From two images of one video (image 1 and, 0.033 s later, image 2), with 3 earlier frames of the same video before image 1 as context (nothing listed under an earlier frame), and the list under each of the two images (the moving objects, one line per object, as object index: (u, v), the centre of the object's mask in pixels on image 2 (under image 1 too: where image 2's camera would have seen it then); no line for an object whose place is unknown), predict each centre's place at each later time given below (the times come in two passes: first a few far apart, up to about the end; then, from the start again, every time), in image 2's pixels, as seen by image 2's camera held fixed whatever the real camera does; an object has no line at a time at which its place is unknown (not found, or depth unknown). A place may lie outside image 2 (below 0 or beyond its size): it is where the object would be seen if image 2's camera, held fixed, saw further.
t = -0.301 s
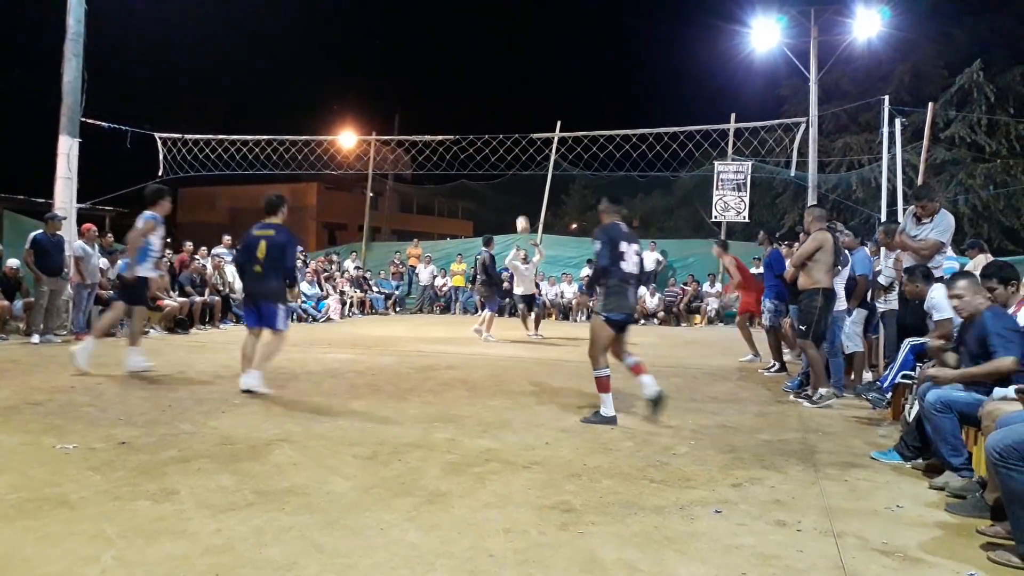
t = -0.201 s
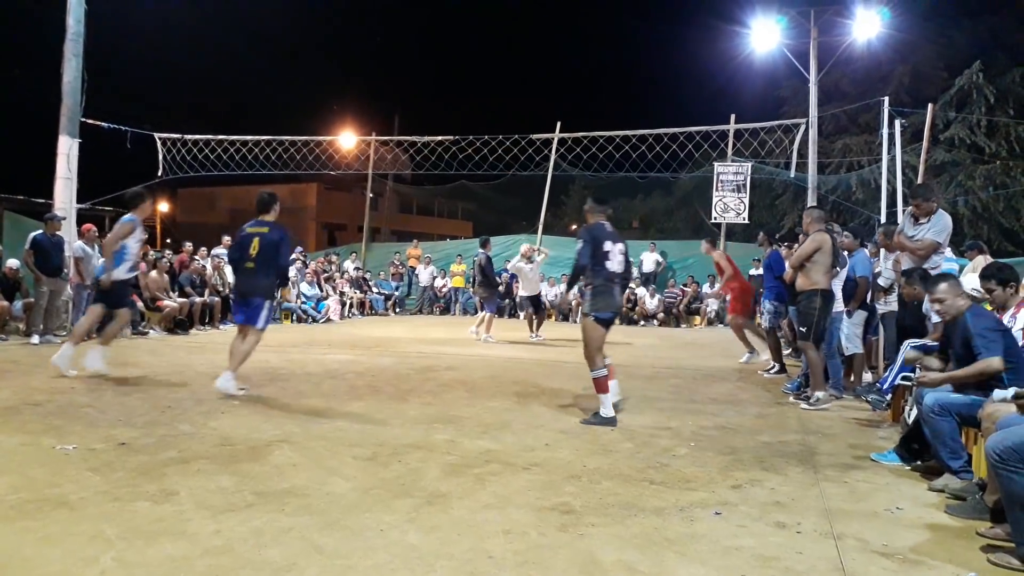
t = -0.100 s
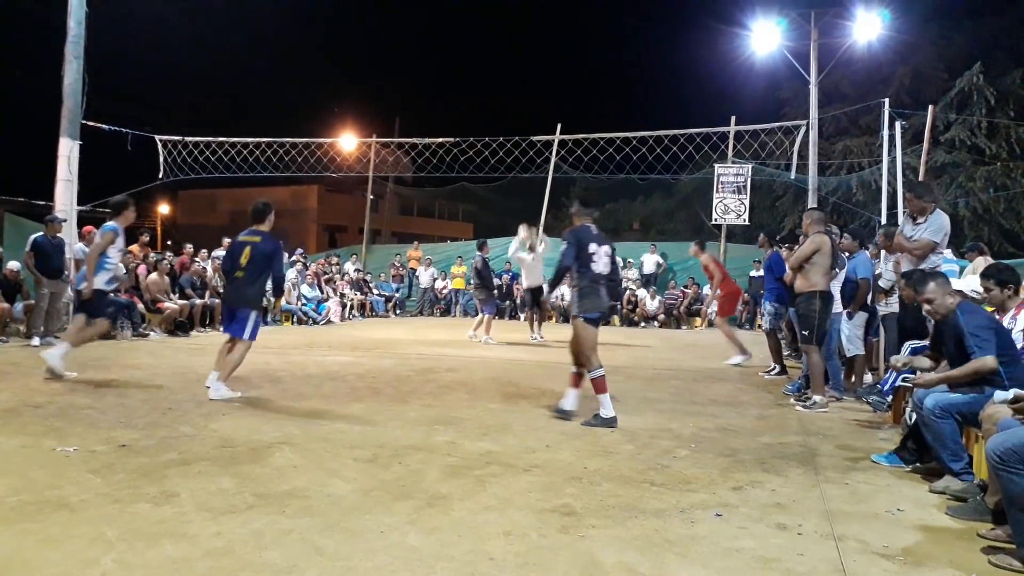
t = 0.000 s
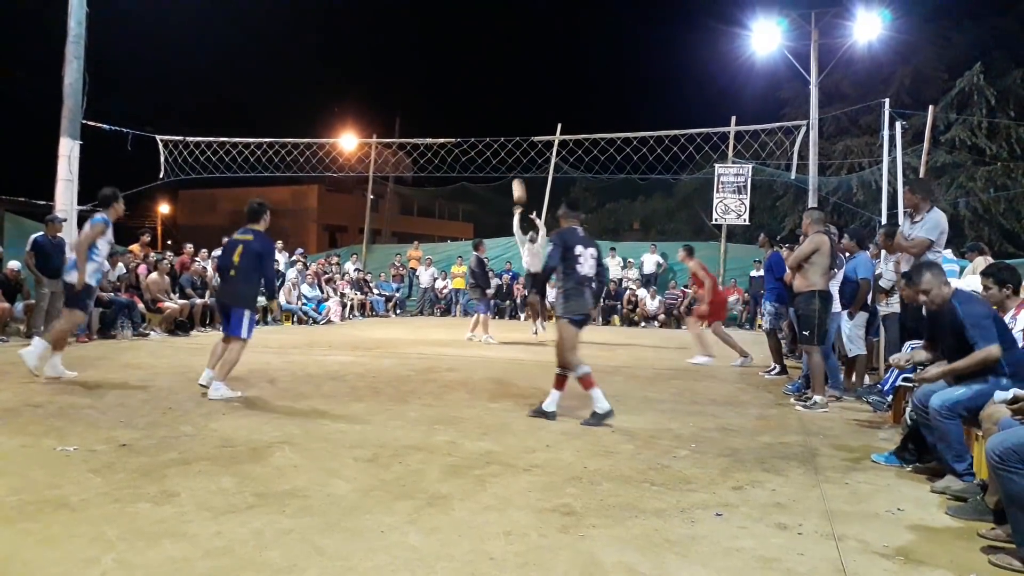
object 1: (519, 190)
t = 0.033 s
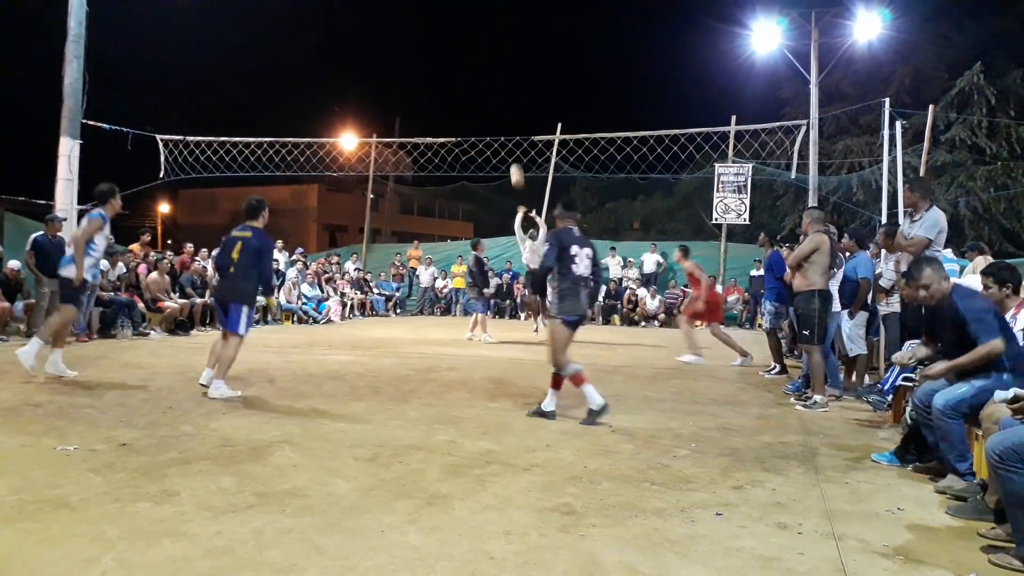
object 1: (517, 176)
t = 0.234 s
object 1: (504, 100)
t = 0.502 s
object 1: (487, 32)
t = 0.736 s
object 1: (470, 6)
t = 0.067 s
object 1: (515, 161)
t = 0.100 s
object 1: (512, 147)
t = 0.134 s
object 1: (510, 134)
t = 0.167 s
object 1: (508, 123)
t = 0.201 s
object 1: (506, 111)
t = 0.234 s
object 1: (504, 100)
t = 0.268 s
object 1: (502, 89)
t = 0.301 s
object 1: (500, 79)
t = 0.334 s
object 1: (498, 69)
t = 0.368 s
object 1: (496, 60)
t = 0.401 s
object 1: (494, 52)
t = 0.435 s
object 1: (491, 45)
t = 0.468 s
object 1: (489, 38)
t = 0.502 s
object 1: (487, 32)
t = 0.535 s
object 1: (485, 26)
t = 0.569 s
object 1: (483, 21)
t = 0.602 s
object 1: (480, 17)
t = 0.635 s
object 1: (478, 13)
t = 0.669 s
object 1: (475, 10)
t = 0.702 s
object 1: (473, 7)
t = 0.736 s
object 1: (470, 6)
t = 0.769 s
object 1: (468, 5)
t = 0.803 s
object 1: (465, 5)
